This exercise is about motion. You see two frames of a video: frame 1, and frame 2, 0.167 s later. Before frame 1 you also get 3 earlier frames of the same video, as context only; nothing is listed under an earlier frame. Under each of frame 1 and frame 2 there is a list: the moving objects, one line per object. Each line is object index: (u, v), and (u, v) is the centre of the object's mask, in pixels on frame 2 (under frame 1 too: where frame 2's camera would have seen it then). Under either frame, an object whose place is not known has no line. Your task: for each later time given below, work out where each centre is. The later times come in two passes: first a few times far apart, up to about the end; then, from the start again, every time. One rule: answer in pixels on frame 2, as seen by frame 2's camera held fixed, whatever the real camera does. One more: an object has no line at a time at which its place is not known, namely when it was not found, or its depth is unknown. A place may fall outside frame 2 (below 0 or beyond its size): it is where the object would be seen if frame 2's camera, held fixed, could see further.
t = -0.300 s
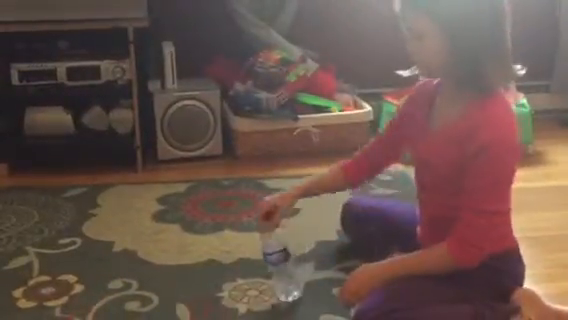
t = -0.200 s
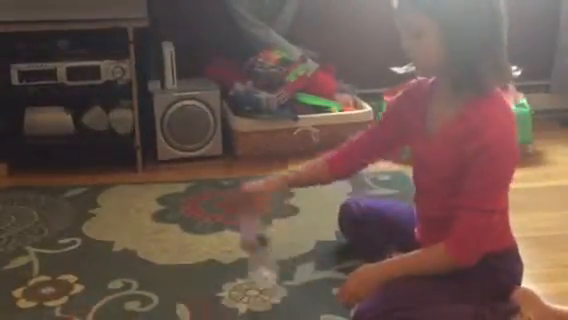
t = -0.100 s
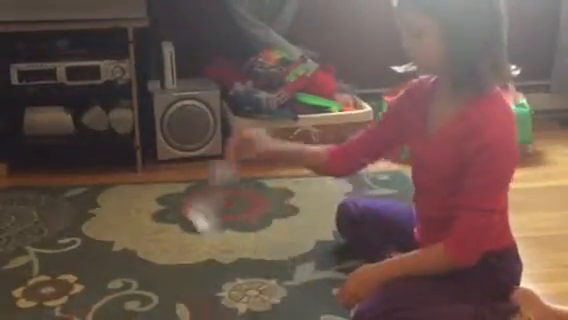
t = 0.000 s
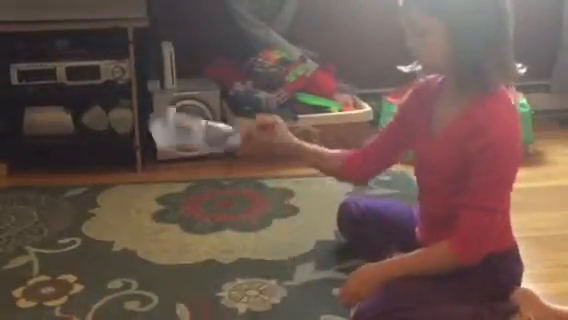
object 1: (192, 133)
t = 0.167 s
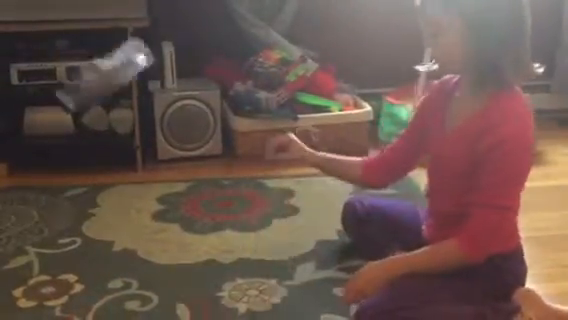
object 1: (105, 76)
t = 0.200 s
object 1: (96, 66)
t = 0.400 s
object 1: (79, 164)
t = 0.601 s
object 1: (97, 300)
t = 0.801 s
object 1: (123, 308)
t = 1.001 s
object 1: (125, 308)
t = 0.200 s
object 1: (96, 66)
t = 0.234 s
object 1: (88, 64)
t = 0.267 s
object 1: (85, 70)
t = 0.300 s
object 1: (84, 85)
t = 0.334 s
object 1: (81, 103)
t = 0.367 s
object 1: (80, 130)
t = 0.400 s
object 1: (79, 164)
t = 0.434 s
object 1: (78, 201)
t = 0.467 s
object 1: (77, 241)
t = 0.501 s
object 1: (83, 284)
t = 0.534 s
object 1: (89, 295)
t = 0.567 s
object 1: (92, 298)
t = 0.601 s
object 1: (97, 300)
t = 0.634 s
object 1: (110, 304)
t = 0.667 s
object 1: (114, 306)
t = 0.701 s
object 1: (120, 306)
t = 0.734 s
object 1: (121, 307)
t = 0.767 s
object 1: (123, 307)
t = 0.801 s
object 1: (123, 308)
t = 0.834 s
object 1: (123, 308)
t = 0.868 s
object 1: (123, 308)
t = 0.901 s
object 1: (124, 308)
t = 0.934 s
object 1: (124, 308)
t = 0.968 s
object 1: (124, 308)
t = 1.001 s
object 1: (125, 308)
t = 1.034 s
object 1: (124, 308)
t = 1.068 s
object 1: (125, 308)
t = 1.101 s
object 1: (124, 308)
